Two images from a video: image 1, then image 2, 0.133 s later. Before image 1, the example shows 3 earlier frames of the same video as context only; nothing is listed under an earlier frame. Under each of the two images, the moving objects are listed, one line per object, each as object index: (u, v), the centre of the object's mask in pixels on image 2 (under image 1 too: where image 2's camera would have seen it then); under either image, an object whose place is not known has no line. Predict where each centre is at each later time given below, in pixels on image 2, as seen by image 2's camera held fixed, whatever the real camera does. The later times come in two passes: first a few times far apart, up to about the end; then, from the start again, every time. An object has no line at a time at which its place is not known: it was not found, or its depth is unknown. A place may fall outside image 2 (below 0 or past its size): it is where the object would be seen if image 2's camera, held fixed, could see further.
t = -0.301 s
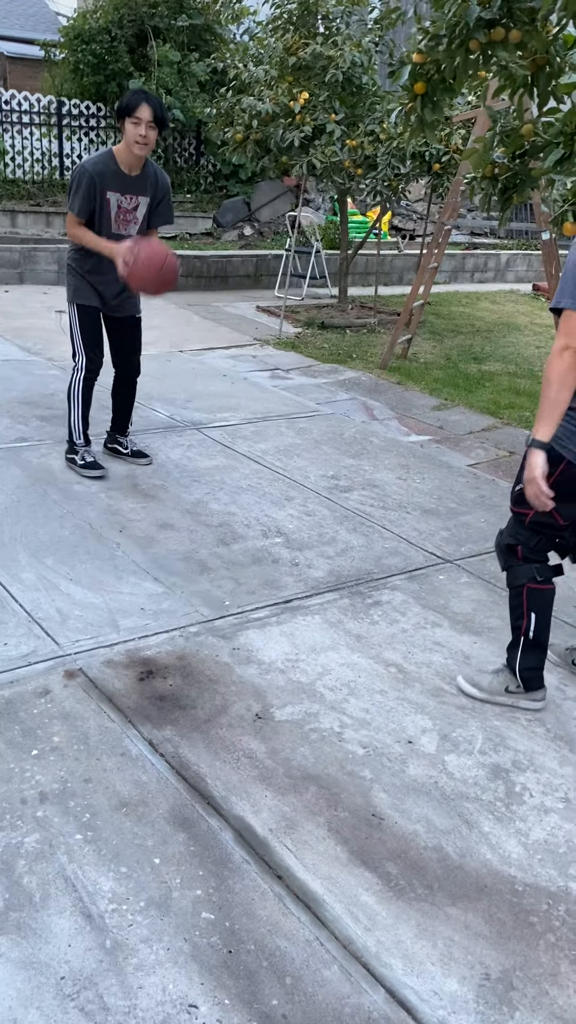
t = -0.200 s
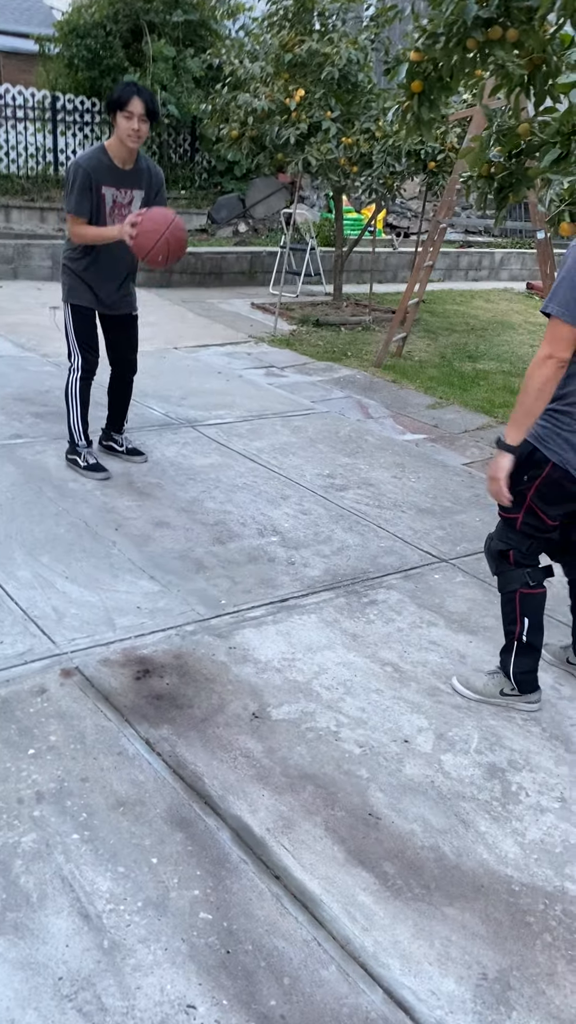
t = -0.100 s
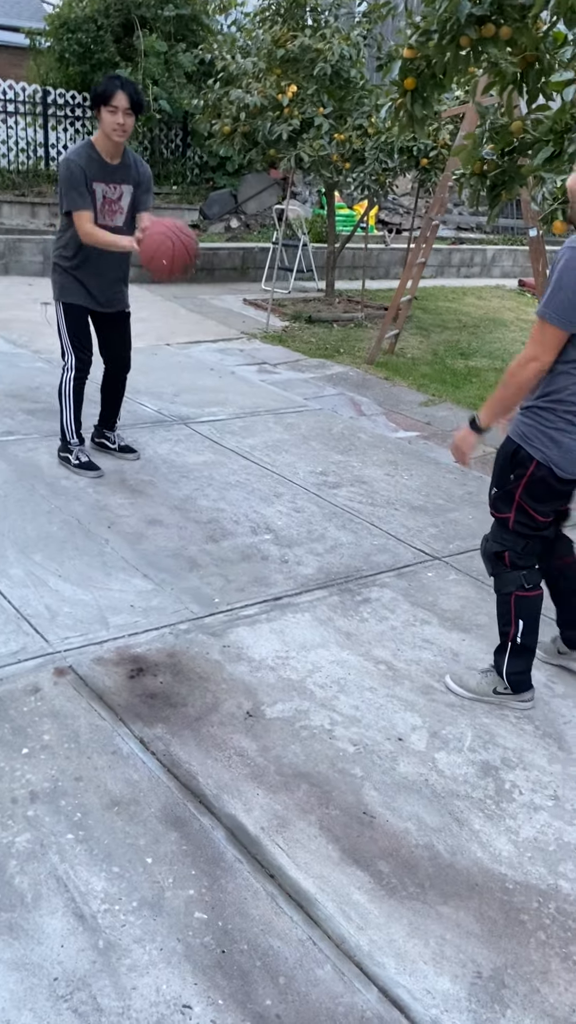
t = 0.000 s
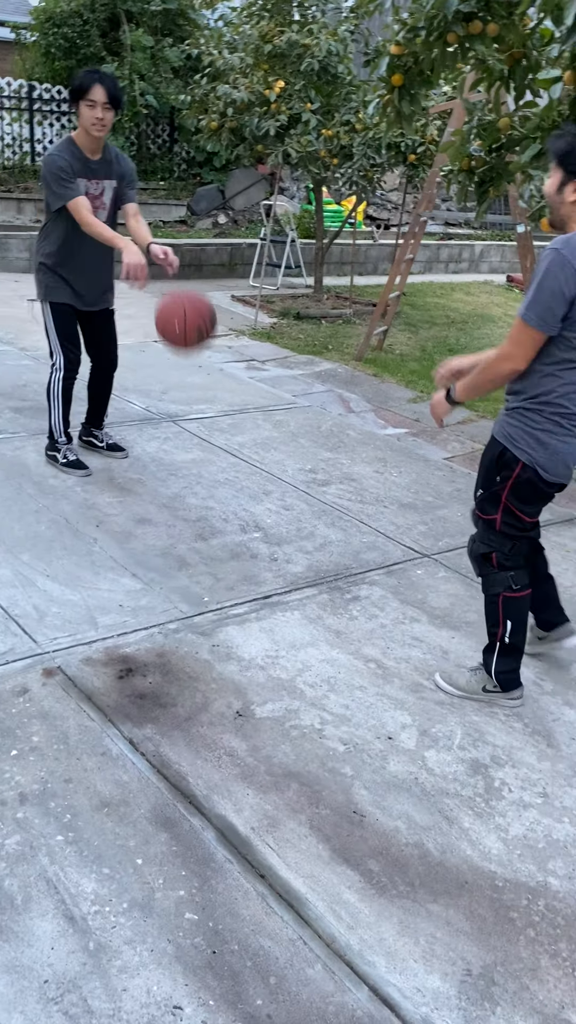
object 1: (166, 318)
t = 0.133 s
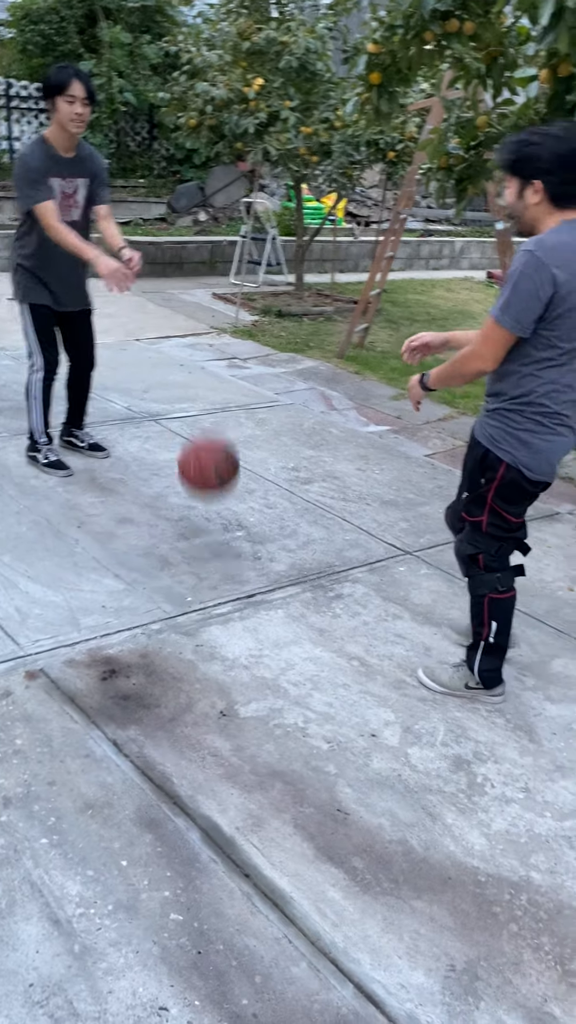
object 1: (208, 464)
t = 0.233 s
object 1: (238, 490)
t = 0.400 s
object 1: (294, 386)
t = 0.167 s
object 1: (218, 506)
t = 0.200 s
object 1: (229, 516)
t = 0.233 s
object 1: (238, 490)
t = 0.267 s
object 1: (249, 465)
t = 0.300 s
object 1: (260, 442)
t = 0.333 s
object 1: (271, 422)
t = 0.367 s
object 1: (282, 403)
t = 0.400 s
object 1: (294, 386)
